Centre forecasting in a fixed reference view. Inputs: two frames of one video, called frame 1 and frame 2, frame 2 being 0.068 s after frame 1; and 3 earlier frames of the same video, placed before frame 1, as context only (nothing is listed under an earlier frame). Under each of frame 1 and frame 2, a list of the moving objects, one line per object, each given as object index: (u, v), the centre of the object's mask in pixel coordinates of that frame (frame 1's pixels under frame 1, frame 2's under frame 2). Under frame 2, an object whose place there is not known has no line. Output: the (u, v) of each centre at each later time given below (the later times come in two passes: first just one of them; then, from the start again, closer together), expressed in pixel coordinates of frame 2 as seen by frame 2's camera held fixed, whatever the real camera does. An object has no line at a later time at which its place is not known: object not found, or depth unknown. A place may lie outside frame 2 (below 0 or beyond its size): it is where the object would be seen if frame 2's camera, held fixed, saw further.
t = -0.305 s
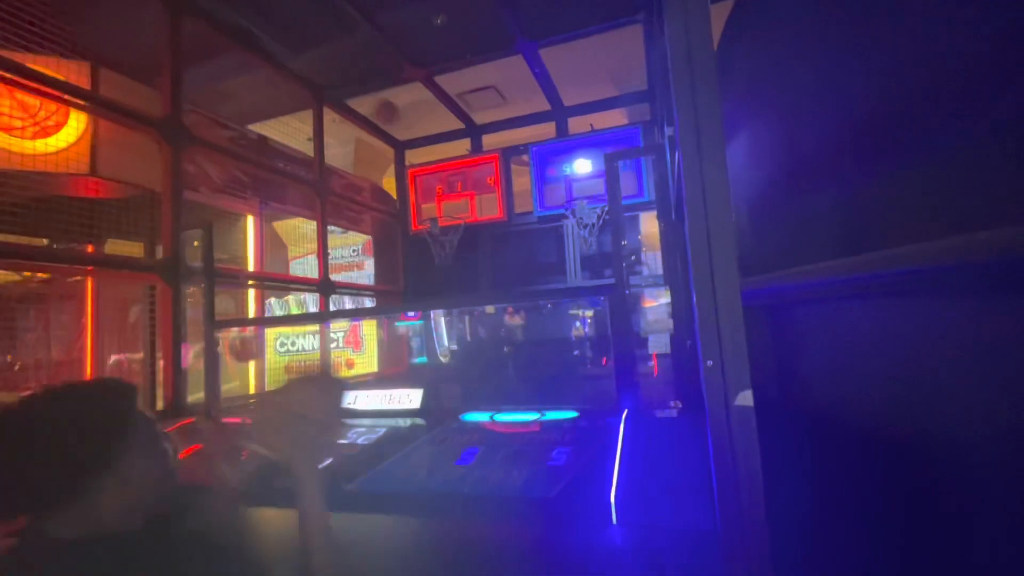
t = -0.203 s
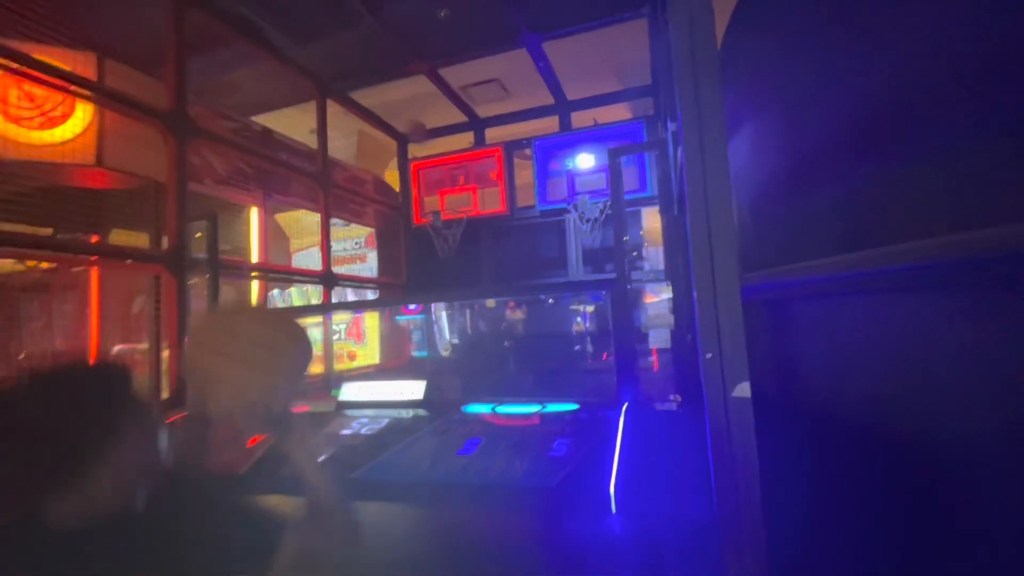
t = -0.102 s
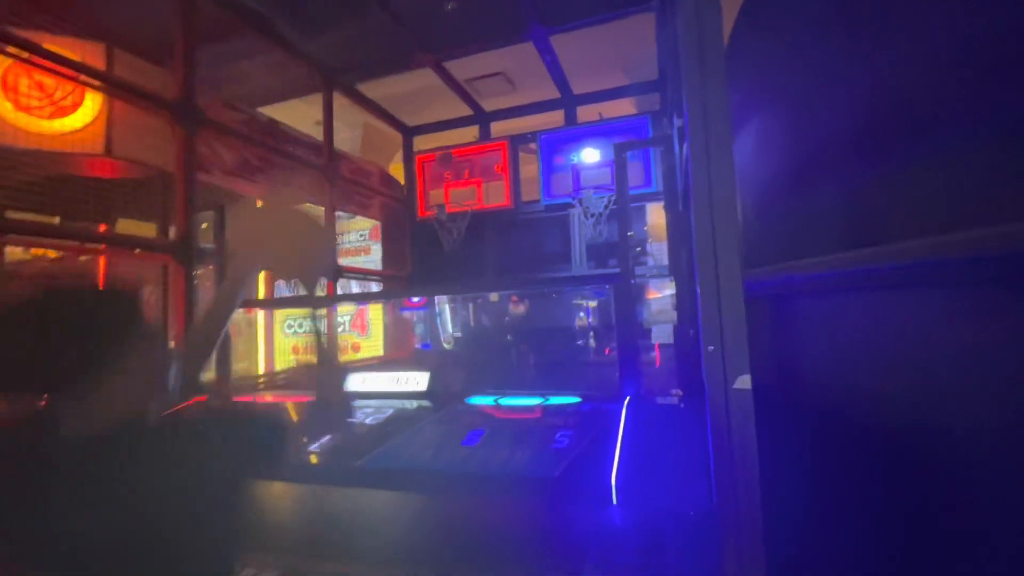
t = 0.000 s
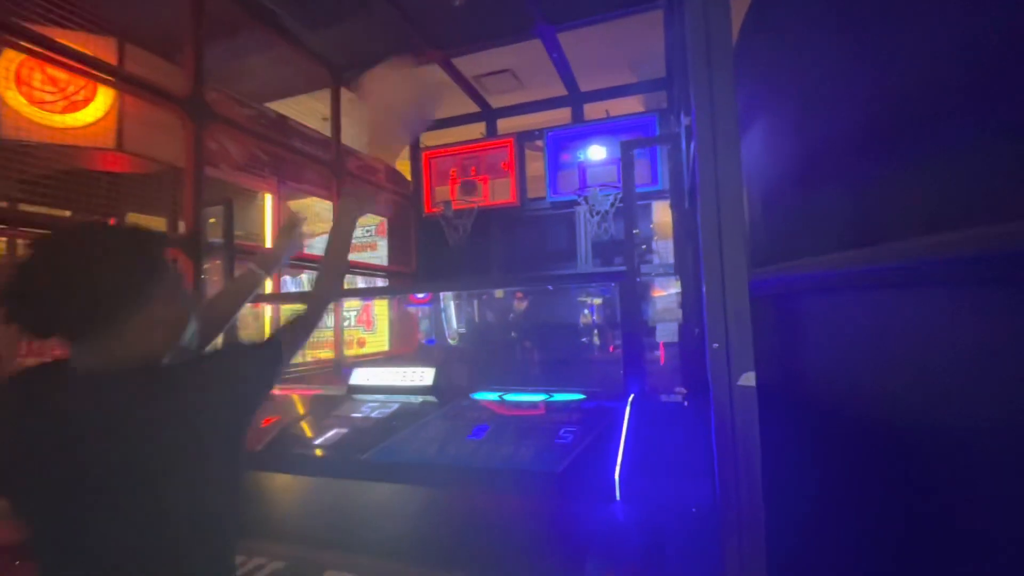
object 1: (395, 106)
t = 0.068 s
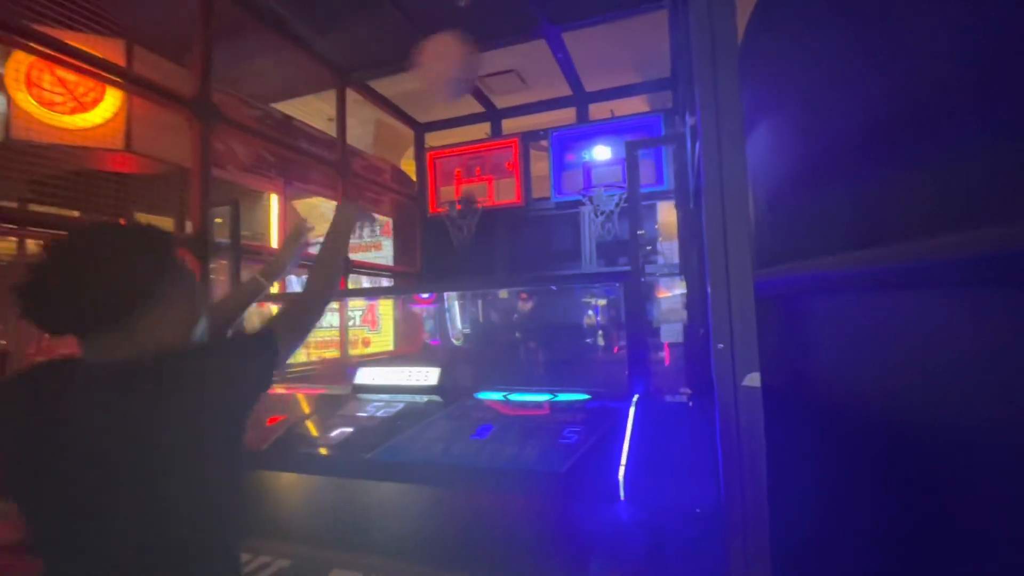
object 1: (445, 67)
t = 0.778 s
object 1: (616, 195)
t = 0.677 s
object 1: (606, 168)
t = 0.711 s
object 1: (612, 174)
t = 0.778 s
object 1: (616, 195)
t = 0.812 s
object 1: (603, 209)
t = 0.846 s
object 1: (608, 212)
